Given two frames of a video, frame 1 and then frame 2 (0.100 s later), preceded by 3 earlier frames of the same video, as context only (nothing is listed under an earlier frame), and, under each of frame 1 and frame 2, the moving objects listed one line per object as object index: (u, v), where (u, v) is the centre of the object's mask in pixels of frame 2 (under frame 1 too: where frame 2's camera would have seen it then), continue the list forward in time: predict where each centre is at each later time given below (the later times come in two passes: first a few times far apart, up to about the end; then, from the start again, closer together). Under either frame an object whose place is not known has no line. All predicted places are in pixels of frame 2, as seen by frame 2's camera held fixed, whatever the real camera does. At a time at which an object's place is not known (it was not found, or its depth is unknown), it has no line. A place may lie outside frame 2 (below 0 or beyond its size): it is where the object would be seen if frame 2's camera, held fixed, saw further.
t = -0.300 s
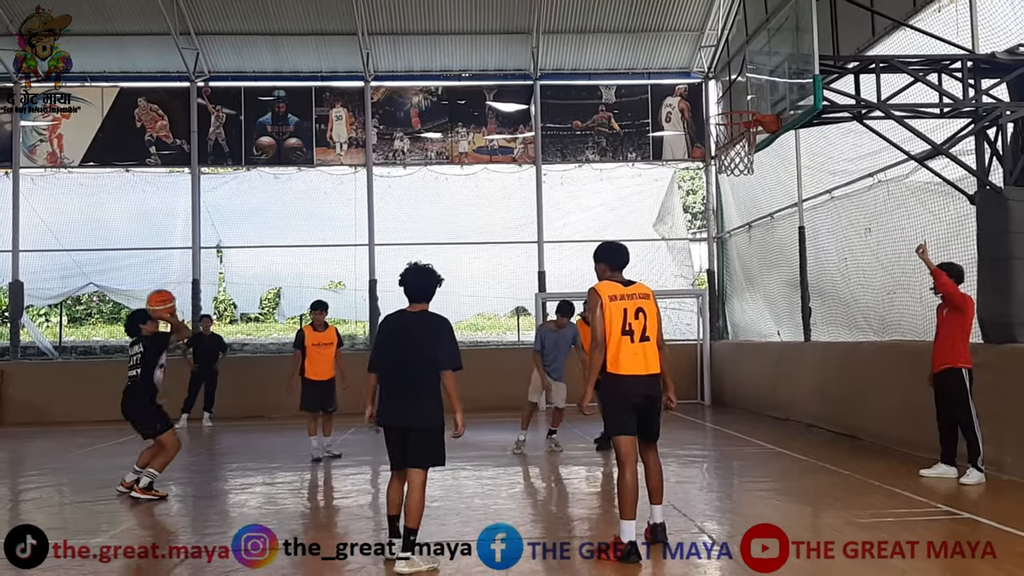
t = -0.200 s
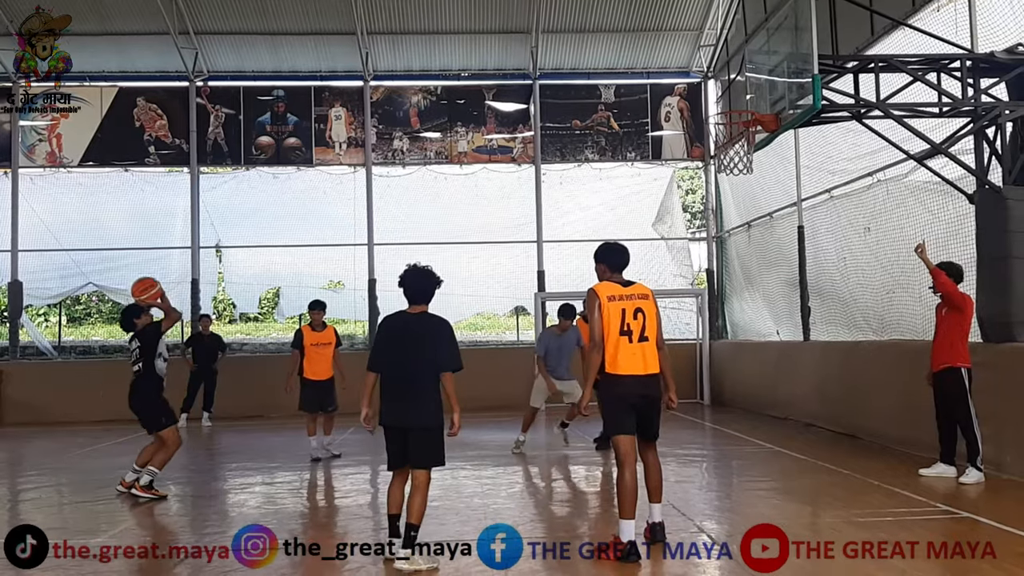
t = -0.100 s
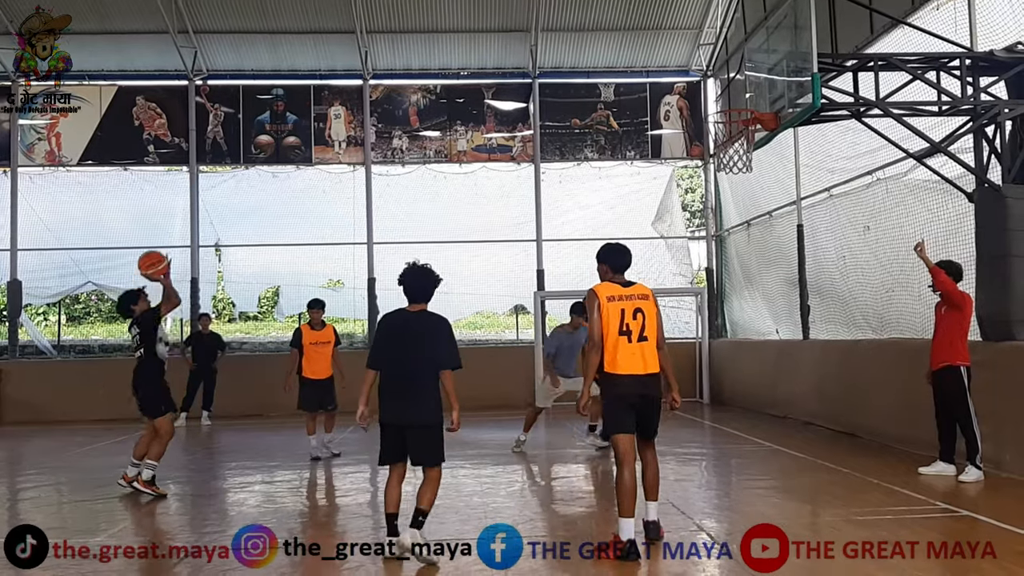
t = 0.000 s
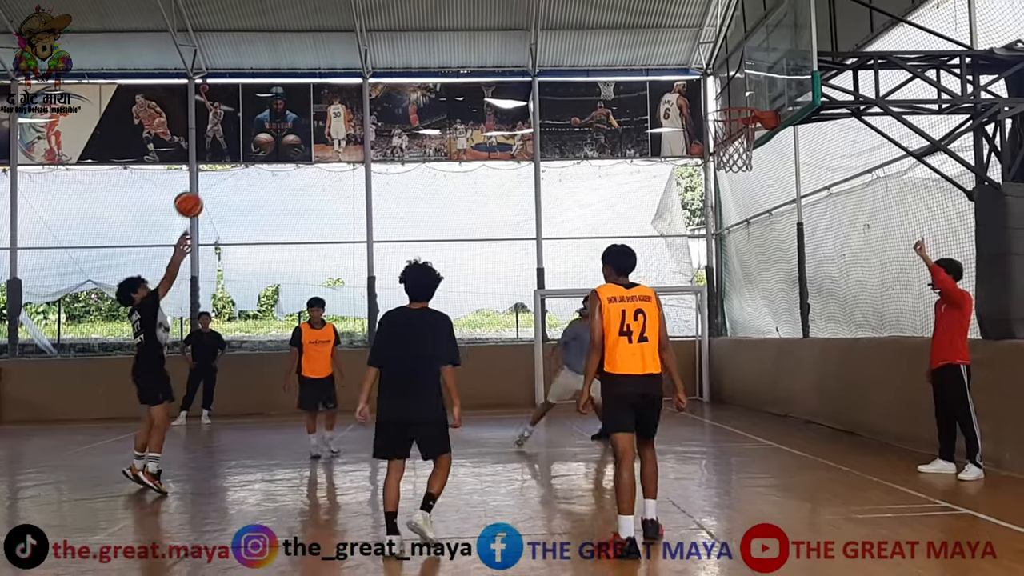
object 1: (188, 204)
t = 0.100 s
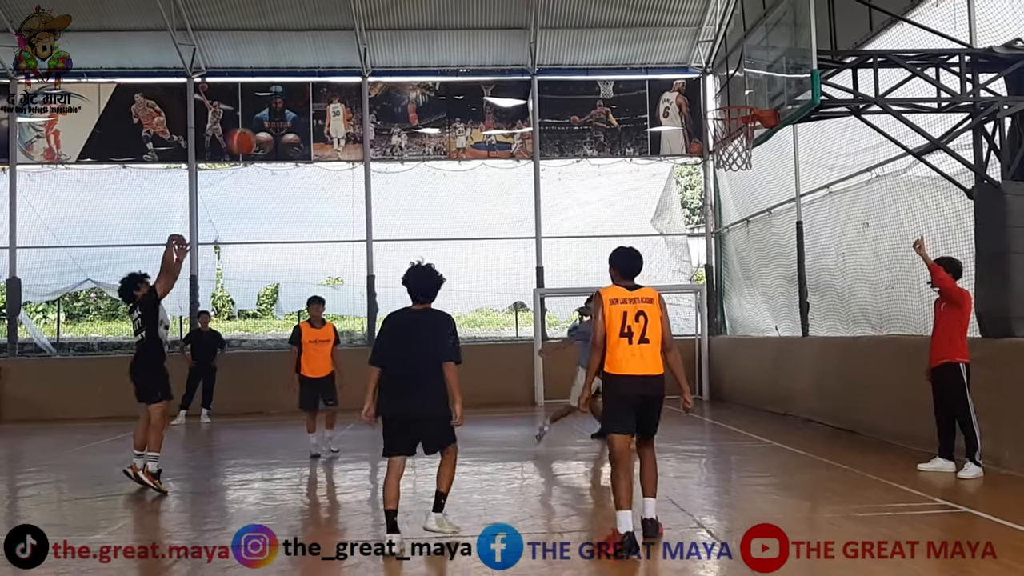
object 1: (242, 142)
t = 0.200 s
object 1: (295, 93)
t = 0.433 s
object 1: (417, 17)
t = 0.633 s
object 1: (523, 7)
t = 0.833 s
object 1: (628, 31)
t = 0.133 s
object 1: (258, 124)
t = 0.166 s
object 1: (277, 107)
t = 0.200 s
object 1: (295, 93)
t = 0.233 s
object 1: (313, 77)
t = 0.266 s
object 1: (330, 64)
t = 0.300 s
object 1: (348, 52)
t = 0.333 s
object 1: (366, 42)
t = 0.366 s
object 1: (382, 33)
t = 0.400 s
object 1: (400, 24)
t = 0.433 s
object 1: (417, 17)
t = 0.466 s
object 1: (434, 12)
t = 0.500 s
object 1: (453, 10)
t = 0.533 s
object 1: (470, 8)
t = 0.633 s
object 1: (523, 7)
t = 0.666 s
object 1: (541, 6)
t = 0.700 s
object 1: (558, 8)
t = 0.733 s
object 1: (574, 10)
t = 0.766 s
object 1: (593, 15)
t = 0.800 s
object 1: (610, 22)
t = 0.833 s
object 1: (628, 31)
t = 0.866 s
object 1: (645, 40)
